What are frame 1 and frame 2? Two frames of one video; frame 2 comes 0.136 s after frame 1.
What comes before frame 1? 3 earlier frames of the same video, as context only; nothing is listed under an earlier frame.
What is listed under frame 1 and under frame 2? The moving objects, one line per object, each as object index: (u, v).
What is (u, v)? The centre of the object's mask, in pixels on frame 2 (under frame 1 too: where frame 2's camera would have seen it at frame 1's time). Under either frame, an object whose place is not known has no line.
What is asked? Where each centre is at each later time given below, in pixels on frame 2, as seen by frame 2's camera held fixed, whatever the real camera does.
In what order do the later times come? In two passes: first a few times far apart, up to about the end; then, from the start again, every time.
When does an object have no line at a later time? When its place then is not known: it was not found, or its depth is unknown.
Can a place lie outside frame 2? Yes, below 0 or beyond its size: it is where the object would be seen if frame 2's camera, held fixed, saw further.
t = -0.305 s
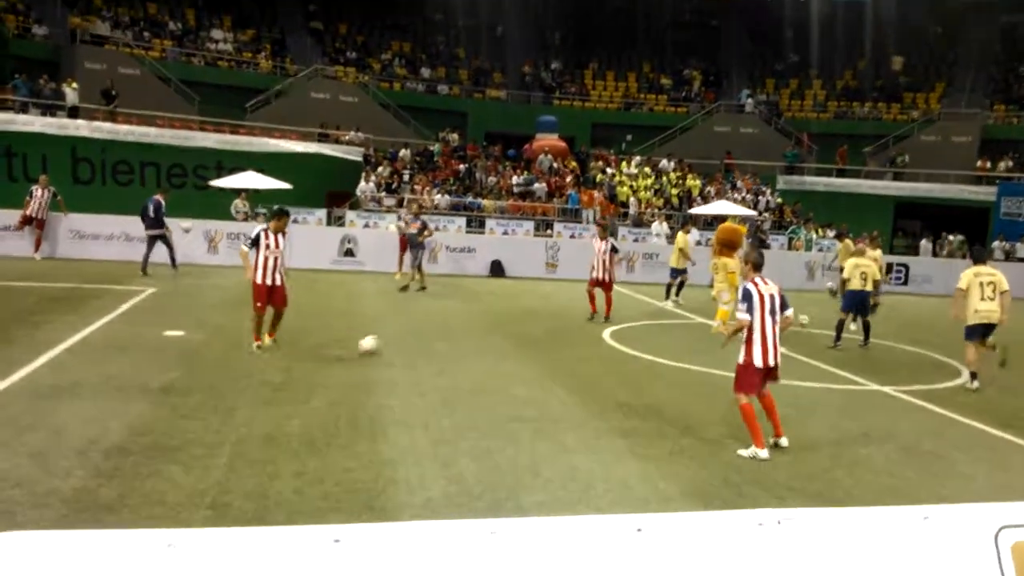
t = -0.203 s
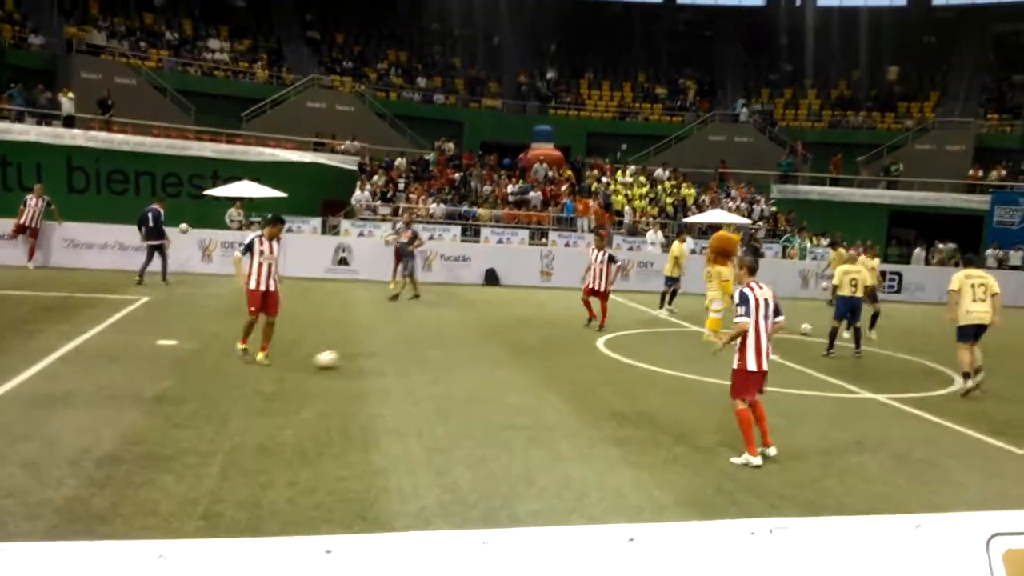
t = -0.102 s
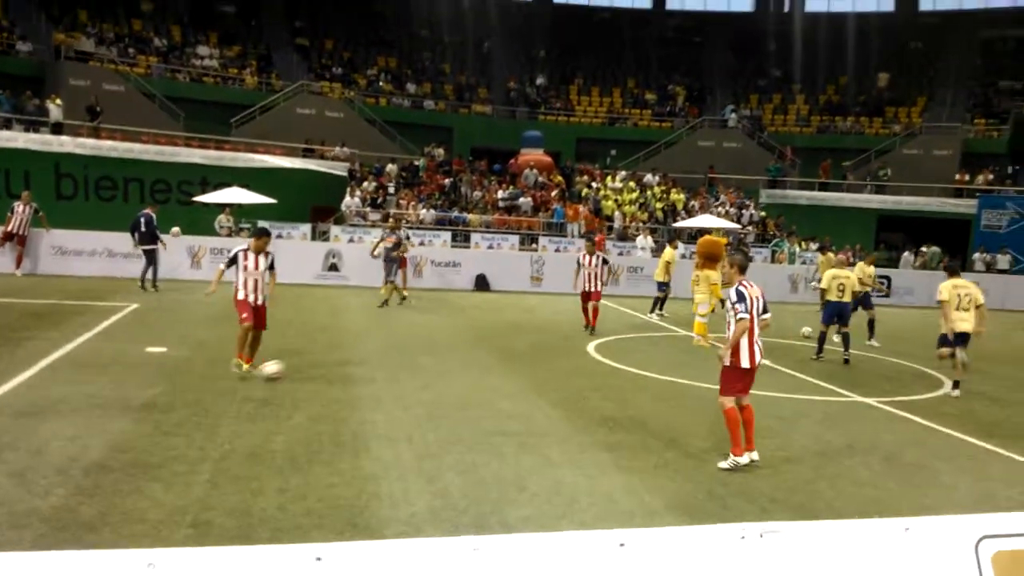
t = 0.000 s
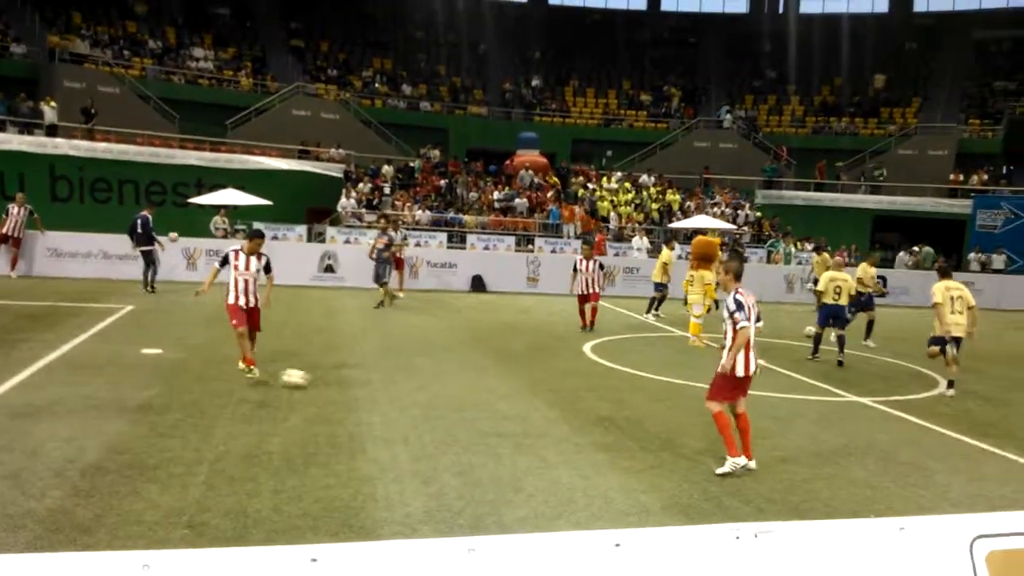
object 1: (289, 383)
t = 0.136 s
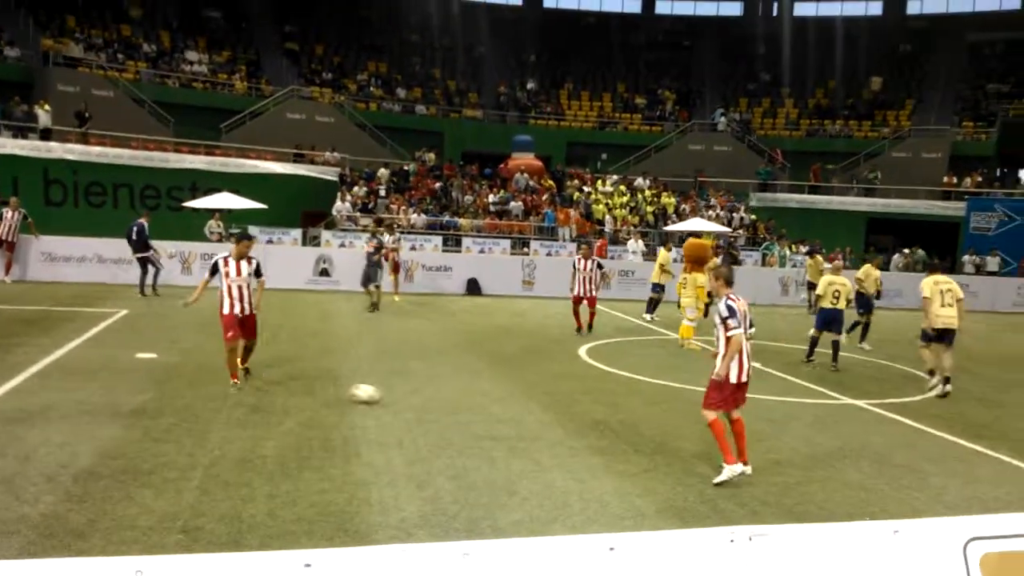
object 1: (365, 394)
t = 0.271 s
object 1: (435, 404)
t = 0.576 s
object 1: (580, 426)
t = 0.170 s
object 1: (383, 397)
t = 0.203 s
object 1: (399, 399)
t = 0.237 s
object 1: (417, 401)
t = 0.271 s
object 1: (435, 404)
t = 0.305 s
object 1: (453, 407)
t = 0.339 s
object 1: (470, 409)
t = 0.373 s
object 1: (486, 411)
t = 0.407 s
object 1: (503, 414)
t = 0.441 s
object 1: (518, 416)
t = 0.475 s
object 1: (534, 418)
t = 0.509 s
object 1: (549, 420)
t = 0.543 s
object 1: (566, 424)
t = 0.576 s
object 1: (580, 426)
